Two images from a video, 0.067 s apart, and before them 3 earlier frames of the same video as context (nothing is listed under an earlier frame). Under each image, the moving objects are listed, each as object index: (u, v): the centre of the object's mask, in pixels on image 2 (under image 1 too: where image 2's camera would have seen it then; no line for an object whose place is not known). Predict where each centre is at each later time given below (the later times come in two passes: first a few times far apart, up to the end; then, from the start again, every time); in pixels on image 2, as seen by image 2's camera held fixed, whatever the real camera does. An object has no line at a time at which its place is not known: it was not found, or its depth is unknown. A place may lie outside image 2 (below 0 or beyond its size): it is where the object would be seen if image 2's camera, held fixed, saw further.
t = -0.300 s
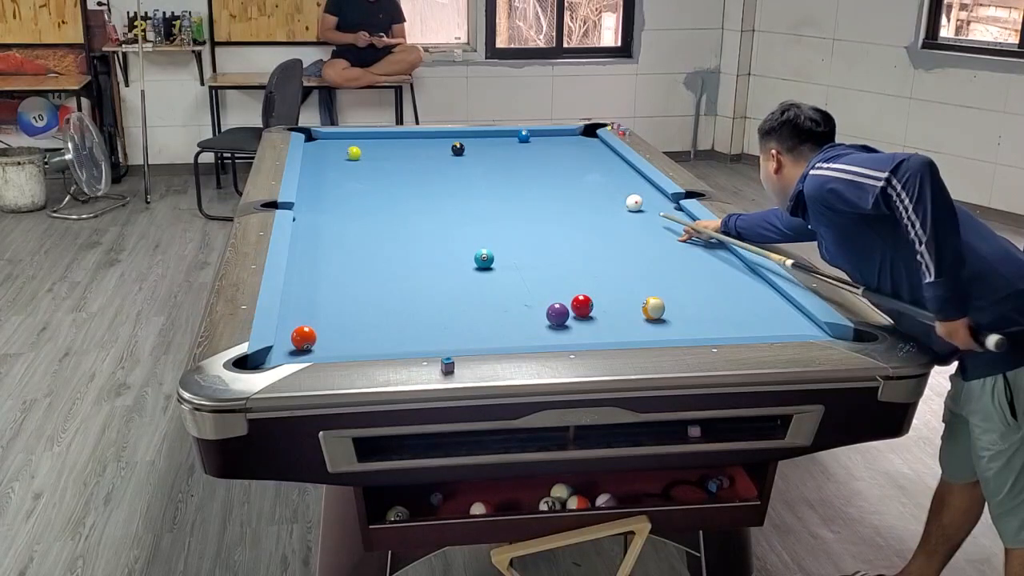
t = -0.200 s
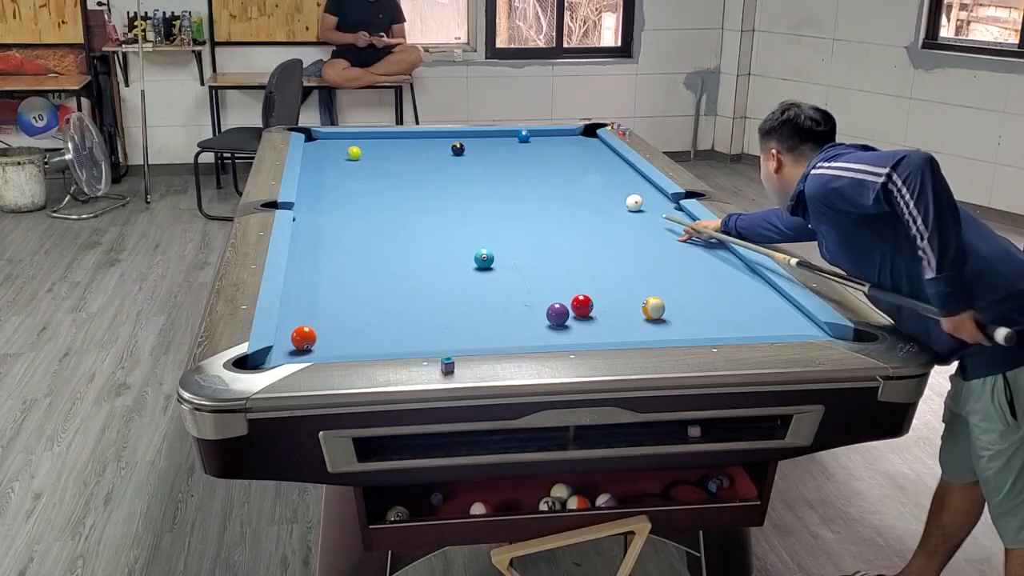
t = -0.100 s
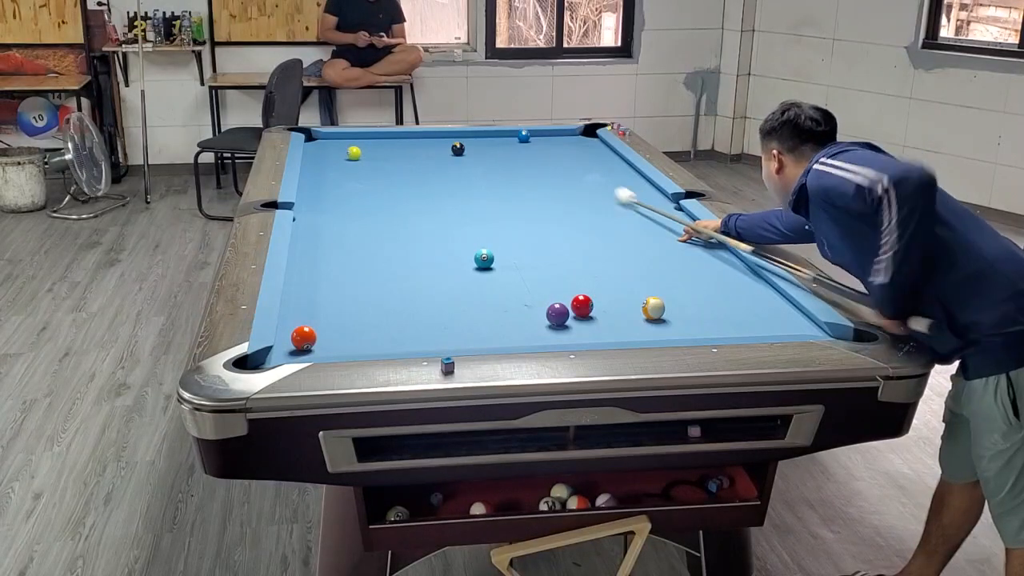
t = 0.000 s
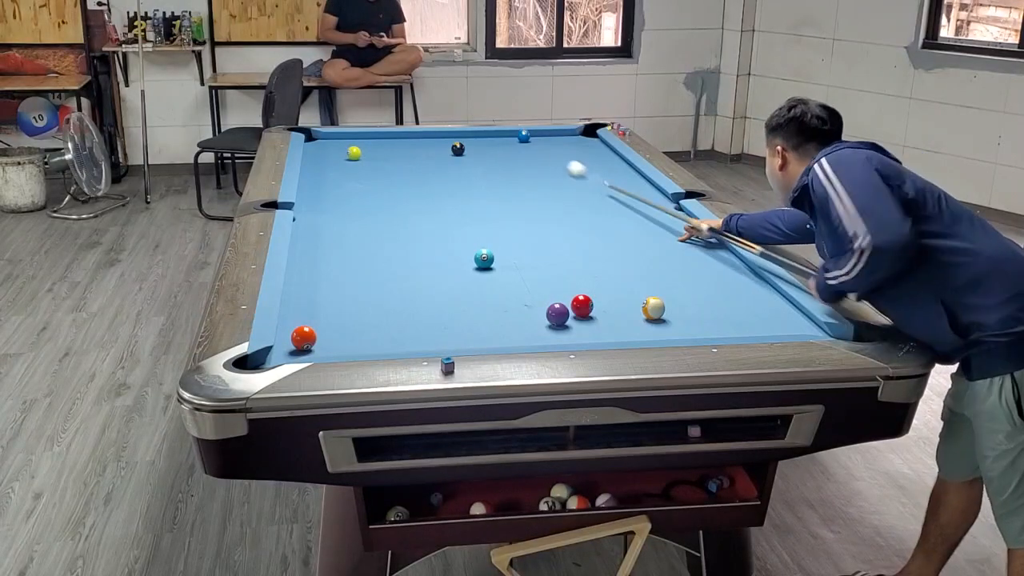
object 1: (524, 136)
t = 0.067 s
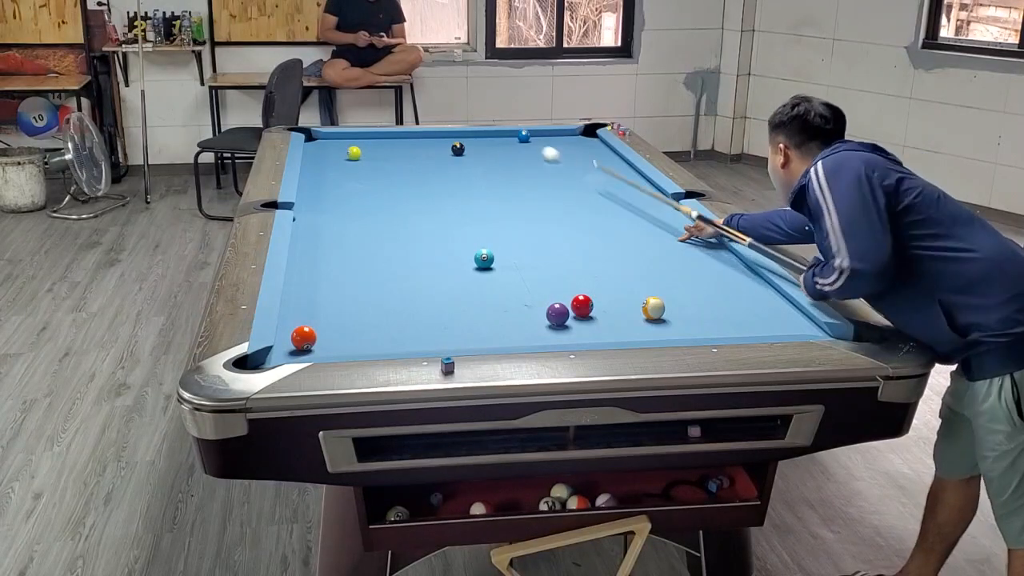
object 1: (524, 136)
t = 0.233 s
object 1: (531, 138)
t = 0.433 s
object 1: (559, 159)
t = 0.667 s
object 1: (591, 183)
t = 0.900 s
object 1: (629, 211)
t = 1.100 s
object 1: (669, 240)
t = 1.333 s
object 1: (726, 281)
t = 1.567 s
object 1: (799, 328)
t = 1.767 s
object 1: (786, 314)
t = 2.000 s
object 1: (747, 299)
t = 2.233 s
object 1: (712, 285)
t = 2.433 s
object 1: (685, 274)
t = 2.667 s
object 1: (656, 263)
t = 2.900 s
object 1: (631, 253)
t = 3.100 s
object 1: (611, 245)
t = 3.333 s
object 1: (589, 236)
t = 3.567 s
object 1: (569, 228)
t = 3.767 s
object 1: (553, 221)
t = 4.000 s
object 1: (537, 214)
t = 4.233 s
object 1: (521, 208)
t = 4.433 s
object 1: (509, 203)
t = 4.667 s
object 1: (496, 197)
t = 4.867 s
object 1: (486, 193)
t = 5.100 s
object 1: (475, 188)
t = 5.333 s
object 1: (464, 184)
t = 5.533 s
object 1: (456, 181)
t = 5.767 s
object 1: (447, 177)
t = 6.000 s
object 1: (439, 173)
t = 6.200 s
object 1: (433, 170)
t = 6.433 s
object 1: (426, 168)
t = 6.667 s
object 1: (420, 165)
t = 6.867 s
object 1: (415, 163)
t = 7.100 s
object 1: (409, 161)
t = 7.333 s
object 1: (405, 158)
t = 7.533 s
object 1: (401, 157)
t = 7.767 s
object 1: (398, 155)
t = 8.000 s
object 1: (395, 153)
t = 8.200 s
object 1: (392, 152)
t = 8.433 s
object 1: (390, 151)
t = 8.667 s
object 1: (388, 150)
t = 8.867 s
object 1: (387, 149)
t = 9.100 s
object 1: (385, 149)
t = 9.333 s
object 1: (384, 148)
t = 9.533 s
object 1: (384, 148)
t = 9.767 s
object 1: (383, 148)
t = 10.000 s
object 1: (382, 148)
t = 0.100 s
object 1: (524, 136)
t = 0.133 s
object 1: (521, 133)
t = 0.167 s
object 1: (526, 132)
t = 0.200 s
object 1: (527, 135)
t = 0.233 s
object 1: (531, 138)
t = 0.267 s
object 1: (536, 142)
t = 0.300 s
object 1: (541, 146)
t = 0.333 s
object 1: (545, 149)
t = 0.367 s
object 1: (549, 152)
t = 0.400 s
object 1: (554, 156)
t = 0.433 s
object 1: (559, 159)
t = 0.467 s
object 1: (563, 163)
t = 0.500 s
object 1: (567, 166)
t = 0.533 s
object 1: (572, 169)
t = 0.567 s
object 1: (576, 172)
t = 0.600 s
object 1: (581, 176)
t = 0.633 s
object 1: (586, 179)
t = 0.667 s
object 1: (591, 183)
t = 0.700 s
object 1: (596, 186)
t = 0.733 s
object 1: (601, 190)
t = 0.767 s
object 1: (606, 194)
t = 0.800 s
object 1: (612, 198)
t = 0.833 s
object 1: (617, 203)
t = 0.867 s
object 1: (623, 207)
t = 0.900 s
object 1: (629, 211)
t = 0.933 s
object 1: (635, 216)
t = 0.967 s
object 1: (642, 220)
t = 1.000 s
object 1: (648, 225)
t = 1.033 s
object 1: (655, 230)
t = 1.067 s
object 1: (662, 235)
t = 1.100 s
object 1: (669, 240)
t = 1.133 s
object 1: (676, 245)
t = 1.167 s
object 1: (684, 251)
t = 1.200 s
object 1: (692, 257)
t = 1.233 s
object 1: (700, 262)
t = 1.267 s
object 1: (708, 268)
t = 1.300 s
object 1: (717, 275)
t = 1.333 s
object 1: (726, 281)
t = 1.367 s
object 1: (736, 288)
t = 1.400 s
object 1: (745, 295)
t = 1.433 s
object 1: (755, 302)
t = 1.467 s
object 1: (766, 310)
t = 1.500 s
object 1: (776, 317)
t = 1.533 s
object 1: (787, 323)
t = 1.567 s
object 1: (799, 328)
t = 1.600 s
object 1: (803, 327)
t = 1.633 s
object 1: (805, 325)
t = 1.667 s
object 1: (806, 322)
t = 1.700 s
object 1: (799, 319)
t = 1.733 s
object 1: (793, 317)
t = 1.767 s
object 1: (786, 314)
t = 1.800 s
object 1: (781, 312)
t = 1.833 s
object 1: (775, 310)
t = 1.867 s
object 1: (769, 308)
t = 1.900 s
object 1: (764, 306)
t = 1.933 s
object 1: (758, 303)
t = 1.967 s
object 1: (753, 301)
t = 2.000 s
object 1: (747, 299)
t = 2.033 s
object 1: (742, 297)
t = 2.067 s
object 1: (737, 295)
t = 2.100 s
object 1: (732, 293)
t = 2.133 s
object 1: (727, 291)
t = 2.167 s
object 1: (722, 289)
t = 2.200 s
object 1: (717, 287)
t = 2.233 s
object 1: (712, 285)
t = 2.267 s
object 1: (708, 283)
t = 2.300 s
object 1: (703, 282)
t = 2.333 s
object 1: (698, 280)
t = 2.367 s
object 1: (694, 278)
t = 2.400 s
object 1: (689, 276)
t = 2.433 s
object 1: (685, 274)
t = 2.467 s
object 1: (681, 273)
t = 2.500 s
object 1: (676, 271)
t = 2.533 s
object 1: (672, 269)
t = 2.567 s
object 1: (668, 268)
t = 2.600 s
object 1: (664, 266)
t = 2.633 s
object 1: (660, 265)
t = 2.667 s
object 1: (656, 263)
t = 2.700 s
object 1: (653, 261)
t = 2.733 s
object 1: (649, 260)
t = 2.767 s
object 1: (645, 259)
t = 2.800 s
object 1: (641, 257)
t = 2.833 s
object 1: (638, 255)
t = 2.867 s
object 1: (634, 254)
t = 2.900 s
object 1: (631, 253)
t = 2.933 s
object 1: (627, 251)
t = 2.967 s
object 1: (624, 250)
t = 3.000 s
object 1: (620, 248)
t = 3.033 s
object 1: (617, 247)
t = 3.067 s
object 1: (614, 246)
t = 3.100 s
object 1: (611, 245)
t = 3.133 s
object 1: (607, 243)
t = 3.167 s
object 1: (604, 242)
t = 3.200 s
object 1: (601, 241)
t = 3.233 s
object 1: (598, 240)
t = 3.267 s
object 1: (595, 238)
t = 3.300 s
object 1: (592, 237)
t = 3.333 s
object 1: (589, 236)
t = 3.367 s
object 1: (586, 234)
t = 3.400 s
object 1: (583, 233)
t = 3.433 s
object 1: (580, 232)
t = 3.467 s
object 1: (577, 231)
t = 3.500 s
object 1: (574, 230)
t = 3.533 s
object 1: (572, 229)
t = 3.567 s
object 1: (569, 228)
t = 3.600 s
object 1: (566, 227)
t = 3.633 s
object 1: (564, 225)
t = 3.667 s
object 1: (561, 224)
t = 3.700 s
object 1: (558, 223)
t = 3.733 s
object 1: (556, 222)
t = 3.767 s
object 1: (553, 221)
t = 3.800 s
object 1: (551, 220)
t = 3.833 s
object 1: (549, 219)
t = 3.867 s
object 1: (546, 218)
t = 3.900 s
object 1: (544, 217)
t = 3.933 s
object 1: (541, 216)
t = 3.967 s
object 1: (539, 215)
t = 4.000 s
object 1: (537, 214)
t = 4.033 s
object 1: (535, 213)
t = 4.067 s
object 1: (532, 212)
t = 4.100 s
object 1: (530, 211)
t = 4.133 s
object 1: (528, 211)
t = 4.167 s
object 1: (526, 210)
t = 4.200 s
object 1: (524, 209)
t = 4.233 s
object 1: (521, 208)
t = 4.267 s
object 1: (519, 207)
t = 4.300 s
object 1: (517, 206)
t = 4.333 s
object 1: (515, 205)
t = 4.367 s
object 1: (513, 205)
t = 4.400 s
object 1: (511, 204)
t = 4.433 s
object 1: (509, 203)
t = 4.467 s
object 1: (507, 202)
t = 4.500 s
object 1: (506, 201)
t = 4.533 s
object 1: (504, 201)
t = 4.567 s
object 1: (502, 200)
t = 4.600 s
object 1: (500, 199)
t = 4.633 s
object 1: (498, 198)
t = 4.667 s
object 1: (496, 197)
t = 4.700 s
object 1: (495, 197)
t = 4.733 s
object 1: (493, 196)
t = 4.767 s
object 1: (491, 195)
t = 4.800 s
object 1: (489, 195)
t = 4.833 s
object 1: (488, 194)
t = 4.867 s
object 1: (486, 193)
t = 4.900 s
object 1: (484, 192)
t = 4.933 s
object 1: (483, 192)
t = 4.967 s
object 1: (481, 191)
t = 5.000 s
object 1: (479, 190)
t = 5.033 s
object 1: (478, 190)
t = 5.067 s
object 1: (476, 189)
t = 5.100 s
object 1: (475, 188)
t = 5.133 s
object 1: (473, 188)
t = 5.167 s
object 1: (472, 187)
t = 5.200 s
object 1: (470, 187)
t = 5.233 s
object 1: (469, 186)
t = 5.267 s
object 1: (467, 185)
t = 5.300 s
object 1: (466, 184)
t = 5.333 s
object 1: (464, 184)
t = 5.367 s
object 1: (463, 183)
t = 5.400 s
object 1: (462, 183)
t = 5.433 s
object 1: (460, 182)
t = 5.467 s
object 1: (459, 182)
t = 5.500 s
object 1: (457, 181)
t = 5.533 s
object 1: (456, 181)
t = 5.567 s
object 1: (455, 180)
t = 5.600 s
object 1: (454, 179)
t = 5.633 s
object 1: (452, 179)
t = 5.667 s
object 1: (451, 178)
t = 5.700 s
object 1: (450, 178)
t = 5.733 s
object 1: (449, 177)
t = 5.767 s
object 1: (447, 177)
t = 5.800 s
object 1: (446, 176)
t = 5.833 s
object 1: (445, 176)
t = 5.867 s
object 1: (444, 175)
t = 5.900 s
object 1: (443, 175)
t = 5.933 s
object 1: (442, 174)
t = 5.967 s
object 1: (441, 174)
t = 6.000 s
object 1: (439, 173)
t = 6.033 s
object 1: (438, 173)
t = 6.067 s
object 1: (437, 172)
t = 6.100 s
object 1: (436, 172)
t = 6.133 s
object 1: (435, 171)
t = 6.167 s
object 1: (434, 171)
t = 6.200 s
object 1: (433, 170)
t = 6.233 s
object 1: (432, 170)
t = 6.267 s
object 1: (431, 170)
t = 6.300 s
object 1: (430, 169)
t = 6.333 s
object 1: (429, 169)
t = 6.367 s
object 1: (428, 168)
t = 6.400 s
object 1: (427, 168)
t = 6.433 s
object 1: (426, 168)
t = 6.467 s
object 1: (425, 167)
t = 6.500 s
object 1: (424, 167)
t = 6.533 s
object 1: (423, 166)
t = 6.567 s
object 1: (422, 166)
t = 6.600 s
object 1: (422, 166)
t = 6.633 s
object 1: (421, 165)
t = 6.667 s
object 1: (420, 165)
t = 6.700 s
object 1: (419, 164)
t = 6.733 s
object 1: (418, 164)
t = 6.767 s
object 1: (417, 164)
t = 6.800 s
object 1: (416, 163)
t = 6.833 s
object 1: (415, 163)
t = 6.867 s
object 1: (415, 163)
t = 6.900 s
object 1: (414, 163)
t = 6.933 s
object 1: (413, 162)
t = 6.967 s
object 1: (412, 162)
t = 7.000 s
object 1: (412, 161)
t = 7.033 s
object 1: (411, 161)
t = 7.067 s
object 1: (410, 161)
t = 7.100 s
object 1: (409, 161)
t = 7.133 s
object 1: (409, 160)
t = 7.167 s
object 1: (408, 160)
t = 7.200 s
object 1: (407, 159)
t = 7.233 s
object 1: (407, 159)
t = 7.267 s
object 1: (406, 159)
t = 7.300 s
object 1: (406, 158)
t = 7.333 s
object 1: (405, 158)
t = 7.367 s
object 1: (404, 158)
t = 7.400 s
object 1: (404, 158)
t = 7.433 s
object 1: (403, 157)
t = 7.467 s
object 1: (403, 157)
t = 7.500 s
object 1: (402, 157)
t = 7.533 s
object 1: (401, 157)
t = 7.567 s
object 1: (401, 156)
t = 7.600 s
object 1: (400, 156)
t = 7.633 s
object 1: (400, 156)
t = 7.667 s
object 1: (400, 156)
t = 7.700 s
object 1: (399, 155)
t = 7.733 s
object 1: (399, 155)
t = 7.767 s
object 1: (398, 155)
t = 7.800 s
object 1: (398, 154)
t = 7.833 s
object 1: (397, 154)
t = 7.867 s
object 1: (397, 154)
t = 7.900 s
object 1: (396, 154)
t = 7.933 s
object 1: (396, 154)
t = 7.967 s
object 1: (395, 153)
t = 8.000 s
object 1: (395, 153)
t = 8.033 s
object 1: (394, 153)
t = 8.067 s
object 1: (394, 153)
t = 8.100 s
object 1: (394, 153)
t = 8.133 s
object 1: (393, 153)
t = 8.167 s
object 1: (393, 152)
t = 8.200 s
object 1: (392, 152)
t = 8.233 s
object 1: (392, 152)
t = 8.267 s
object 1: (392, 152)
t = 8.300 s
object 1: (391, 151)
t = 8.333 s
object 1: (391, 151)
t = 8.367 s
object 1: (391, 151)
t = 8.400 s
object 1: (390, 151)
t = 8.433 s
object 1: (390, 151)
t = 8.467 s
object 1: (390, 151)
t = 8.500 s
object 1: (389, 150)
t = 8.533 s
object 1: (389, 150)
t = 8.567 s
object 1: (389, 150)
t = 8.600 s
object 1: (389, 150)
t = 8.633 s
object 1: (388, 150)
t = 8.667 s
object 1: (388, 150)
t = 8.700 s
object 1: (388, 150)
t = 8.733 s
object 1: (388, 150)
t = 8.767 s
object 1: (387, 150)
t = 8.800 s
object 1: (387, 149)
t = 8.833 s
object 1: (387, 149)
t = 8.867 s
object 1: (387, 149)
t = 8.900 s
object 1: (387, 149)
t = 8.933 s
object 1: (386, 149)
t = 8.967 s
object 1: (386, 149)
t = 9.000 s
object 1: (386, 149)
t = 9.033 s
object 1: (386, 149)
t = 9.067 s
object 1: (386, 149)
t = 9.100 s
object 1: (385, 149)
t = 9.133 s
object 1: (385, 149)
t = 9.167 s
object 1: (385, 149)
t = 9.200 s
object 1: (385, 149)
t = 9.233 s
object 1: (385, 148)
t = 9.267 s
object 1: (385, 148)
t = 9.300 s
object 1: (385, 148)
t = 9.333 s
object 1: (384, 148)
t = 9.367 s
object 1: (384, 148)
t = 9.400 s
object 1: (384, 148)
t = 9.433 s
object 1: (384, 148)
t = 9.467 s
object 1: (384, 148)
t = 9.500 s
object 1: (384, 148)
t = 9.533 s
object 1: (384, 148)
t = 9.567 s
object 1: (383, 148)
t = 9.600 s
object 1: (383, 148)
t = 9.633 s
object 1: (383, 148)
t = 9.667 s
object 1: (383, 148)
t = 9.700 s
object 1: (383, 148)
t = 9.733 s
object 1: (383, 148)
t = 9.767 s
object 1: (383, 148)
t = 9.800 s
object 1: (382, 148)
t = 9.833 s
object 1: (382, 148)
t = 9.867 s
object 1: (382, 148)
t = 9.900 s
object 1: (382, 148)
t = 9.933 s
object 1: (382, 148)
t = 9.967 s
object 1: (382, 148)
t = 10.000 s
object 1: (382, 148)
